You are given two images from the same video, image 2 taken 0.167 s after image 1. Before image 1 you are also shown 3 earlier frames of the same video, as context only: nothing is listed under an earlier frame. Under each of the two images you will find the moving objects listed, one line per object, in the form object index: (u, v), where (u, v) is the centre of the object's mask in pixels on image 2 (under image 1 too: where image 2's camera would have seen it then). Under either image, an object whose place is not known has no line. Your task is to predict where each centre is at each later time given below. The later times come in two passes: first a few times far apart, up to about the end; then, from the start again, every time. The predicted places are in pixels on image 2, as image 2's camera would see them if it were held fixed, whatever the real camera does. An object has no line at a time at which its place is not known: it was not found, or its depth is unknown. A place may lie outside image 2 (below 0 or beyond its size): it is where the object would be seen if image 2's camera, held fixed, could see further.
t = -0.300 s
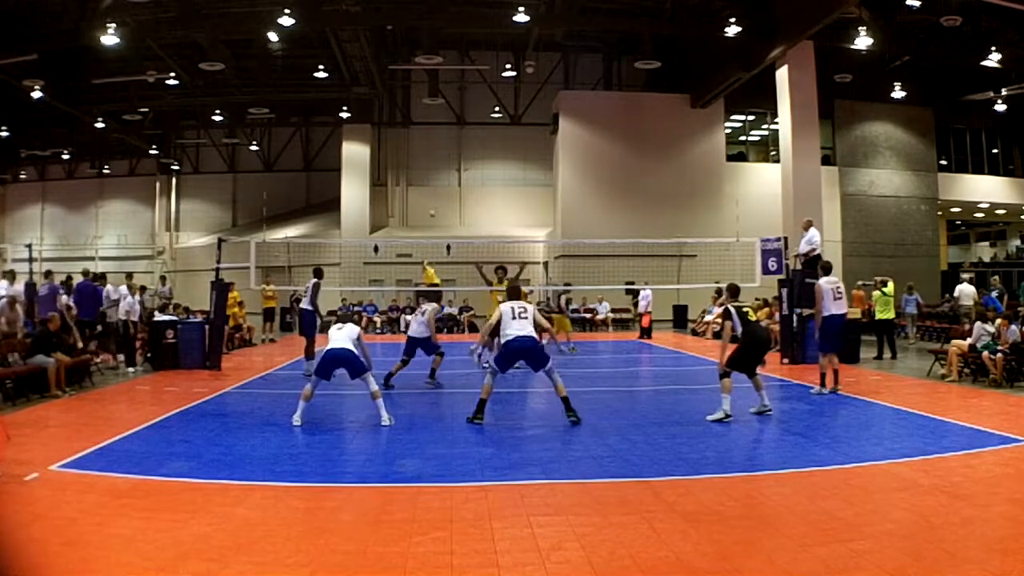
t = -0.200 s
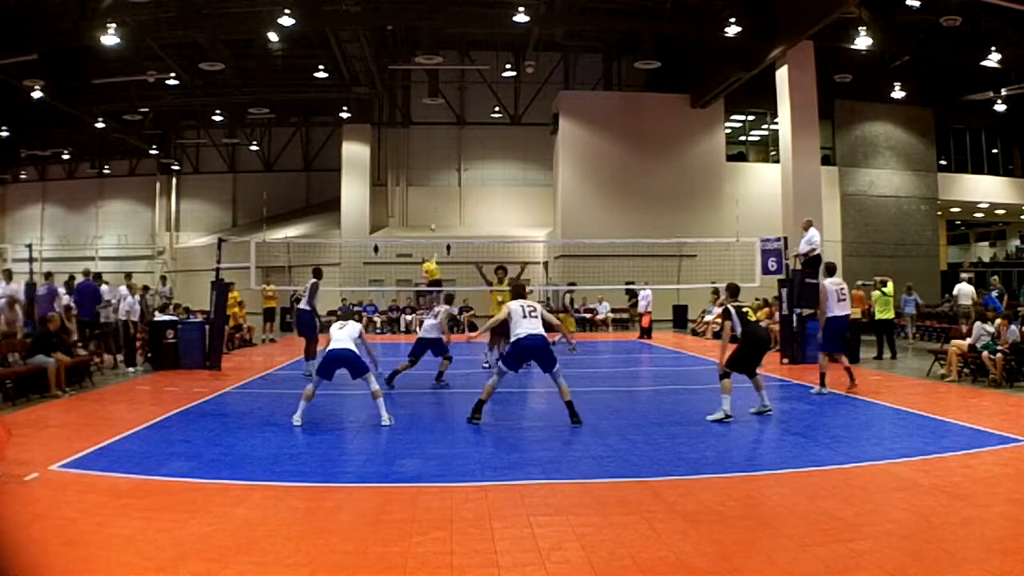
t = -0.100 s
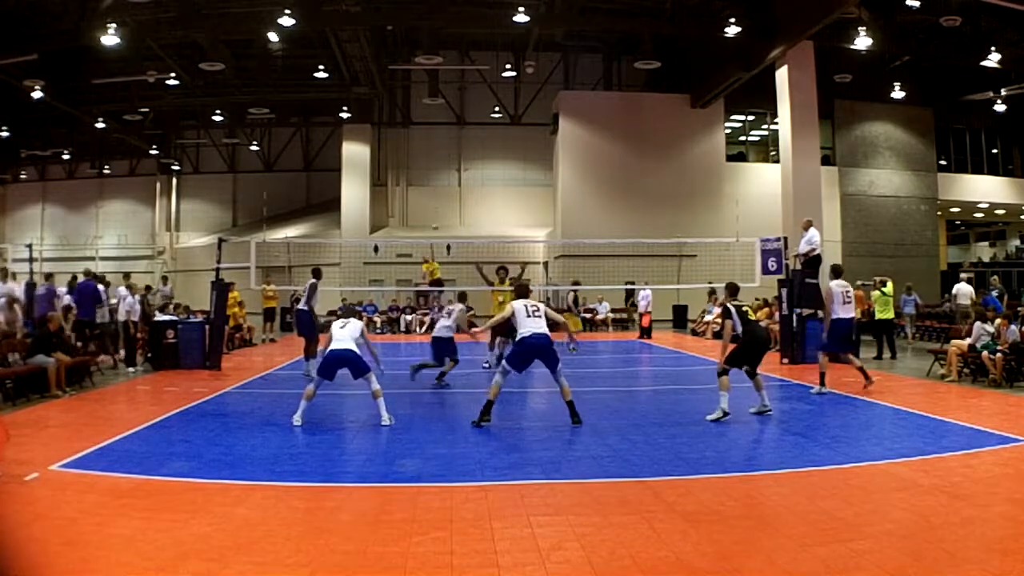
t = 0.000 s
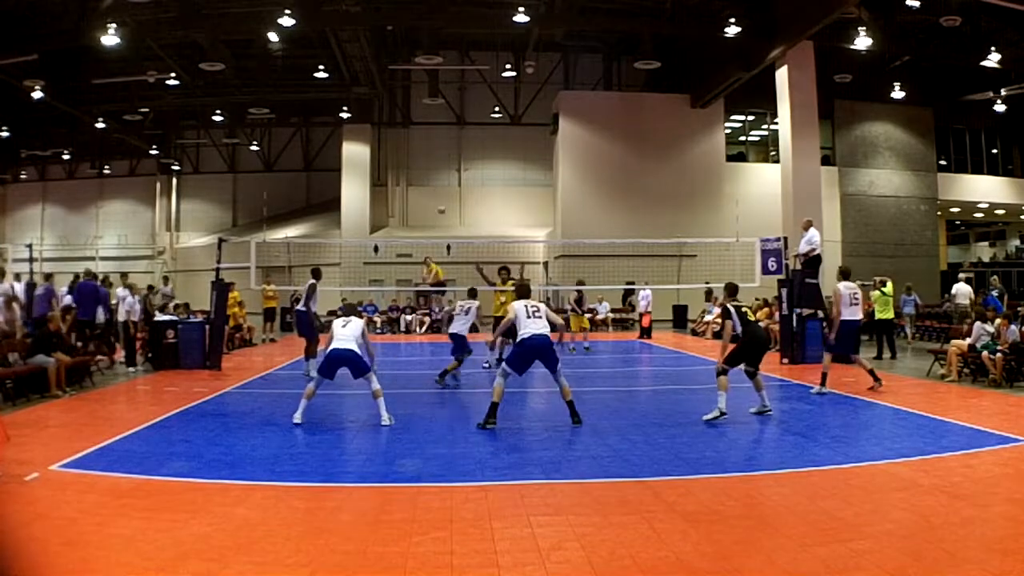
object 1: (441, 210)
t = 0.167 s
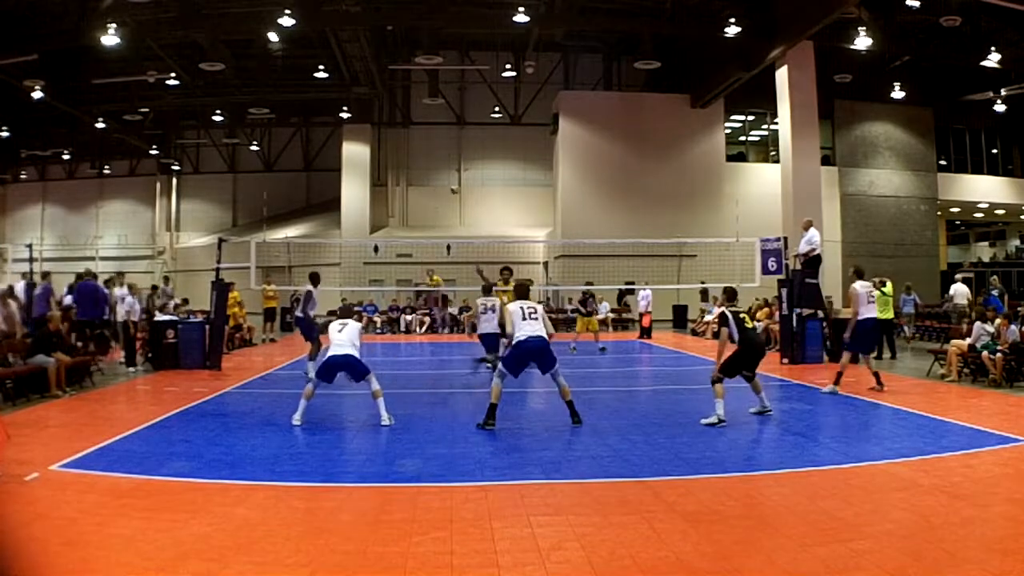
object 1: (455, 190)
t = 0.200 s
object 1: (457, 187)
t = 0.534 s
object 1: (511, 205)
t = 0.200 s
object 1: (457, 187)
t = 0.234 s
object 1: (460, 185)
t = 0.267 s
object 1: (464, 183)
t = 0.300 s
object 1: (469, 182)
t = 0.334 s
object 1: (474, 183)
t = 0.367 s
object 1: (479, 184)
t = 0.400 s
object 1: (484, 185)
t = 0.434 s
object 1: (490, 188)
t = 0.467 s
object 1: (496, 192)
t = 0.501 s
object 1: (503, 198)
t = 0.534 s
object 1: (511, 205)
